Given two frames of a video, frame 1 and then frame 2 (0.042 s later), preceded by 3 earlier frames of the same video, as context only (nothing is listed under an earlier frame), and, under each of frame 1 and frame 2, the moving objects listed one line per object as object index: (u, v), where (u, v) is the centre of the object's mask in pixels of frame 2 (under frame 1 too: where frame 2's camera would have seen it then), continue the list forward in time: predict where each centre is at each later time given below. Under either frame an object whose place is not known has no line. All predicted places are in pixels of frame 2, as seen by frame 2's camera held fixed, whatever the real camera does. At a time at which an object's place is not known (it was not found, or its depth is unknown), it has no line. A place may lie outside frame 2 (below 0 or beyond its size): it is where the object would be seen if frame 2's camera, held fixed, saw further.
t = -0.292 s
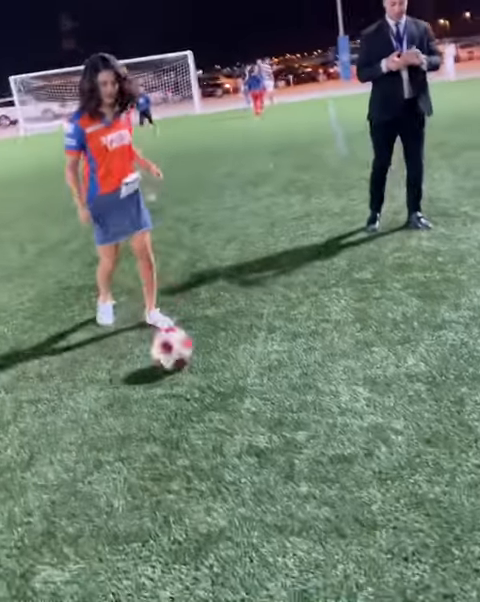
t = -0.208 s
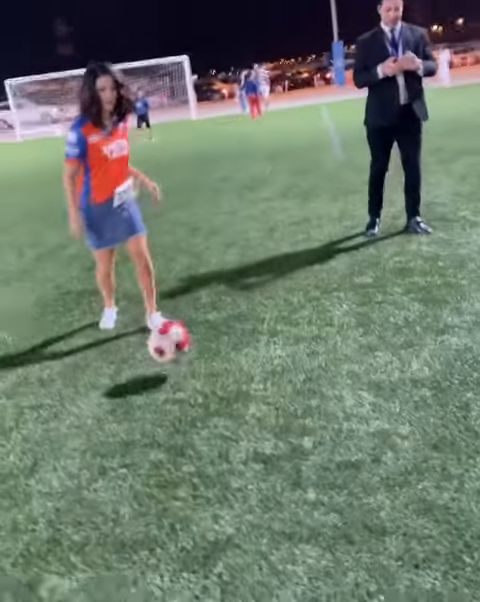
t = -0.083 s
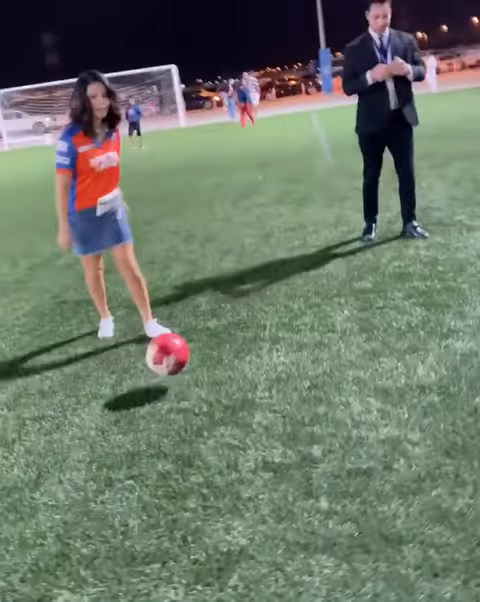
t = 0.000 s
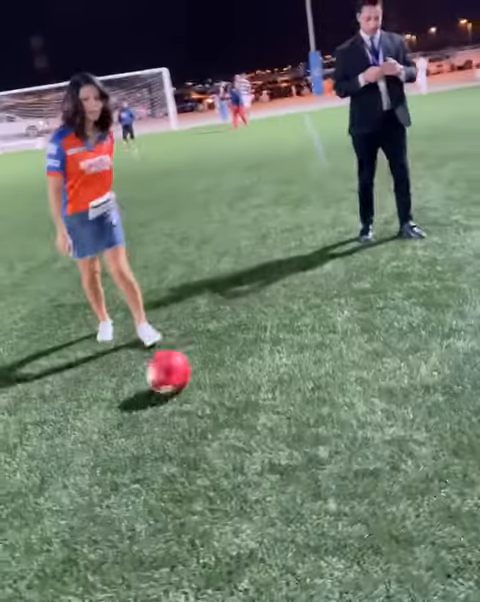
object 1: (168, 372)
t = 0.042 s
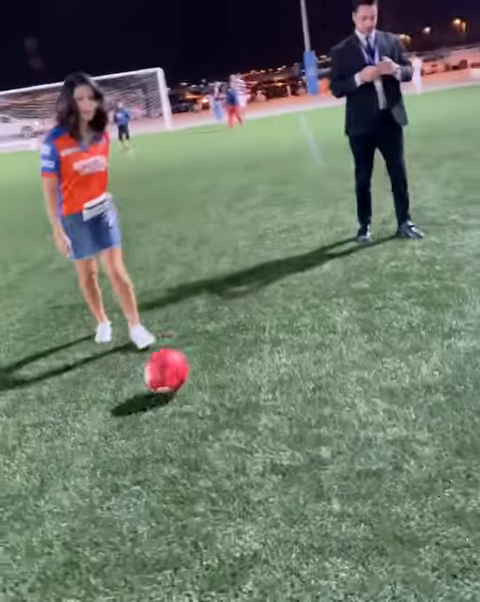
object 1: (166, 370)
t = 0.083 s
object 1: (165, 371)
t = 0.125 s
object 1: (163, 374)
